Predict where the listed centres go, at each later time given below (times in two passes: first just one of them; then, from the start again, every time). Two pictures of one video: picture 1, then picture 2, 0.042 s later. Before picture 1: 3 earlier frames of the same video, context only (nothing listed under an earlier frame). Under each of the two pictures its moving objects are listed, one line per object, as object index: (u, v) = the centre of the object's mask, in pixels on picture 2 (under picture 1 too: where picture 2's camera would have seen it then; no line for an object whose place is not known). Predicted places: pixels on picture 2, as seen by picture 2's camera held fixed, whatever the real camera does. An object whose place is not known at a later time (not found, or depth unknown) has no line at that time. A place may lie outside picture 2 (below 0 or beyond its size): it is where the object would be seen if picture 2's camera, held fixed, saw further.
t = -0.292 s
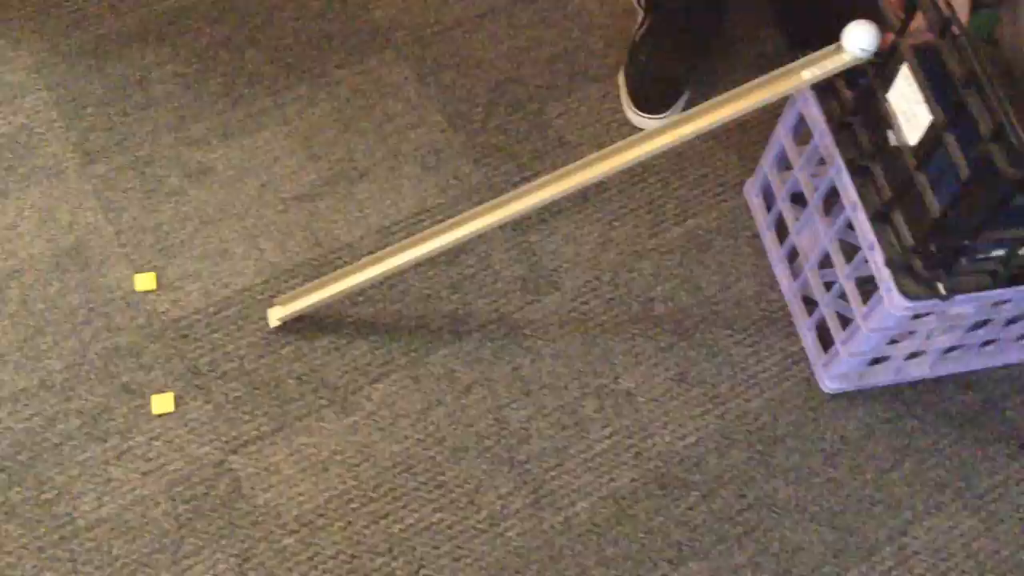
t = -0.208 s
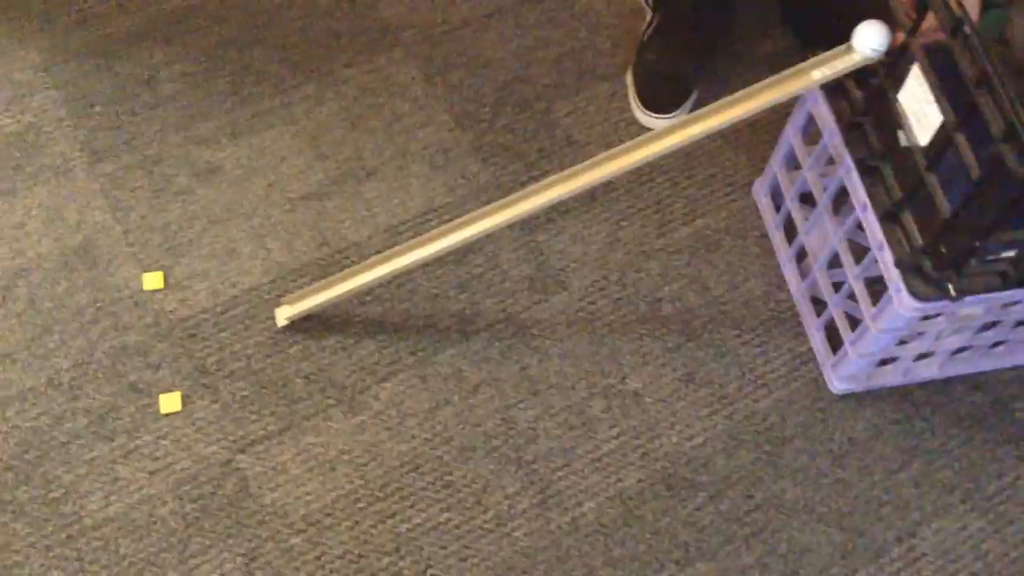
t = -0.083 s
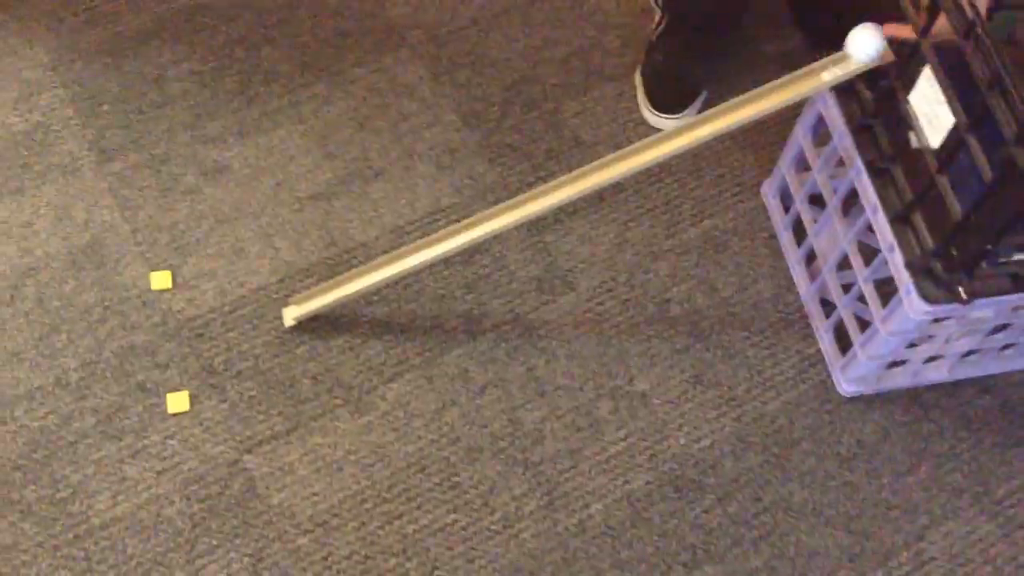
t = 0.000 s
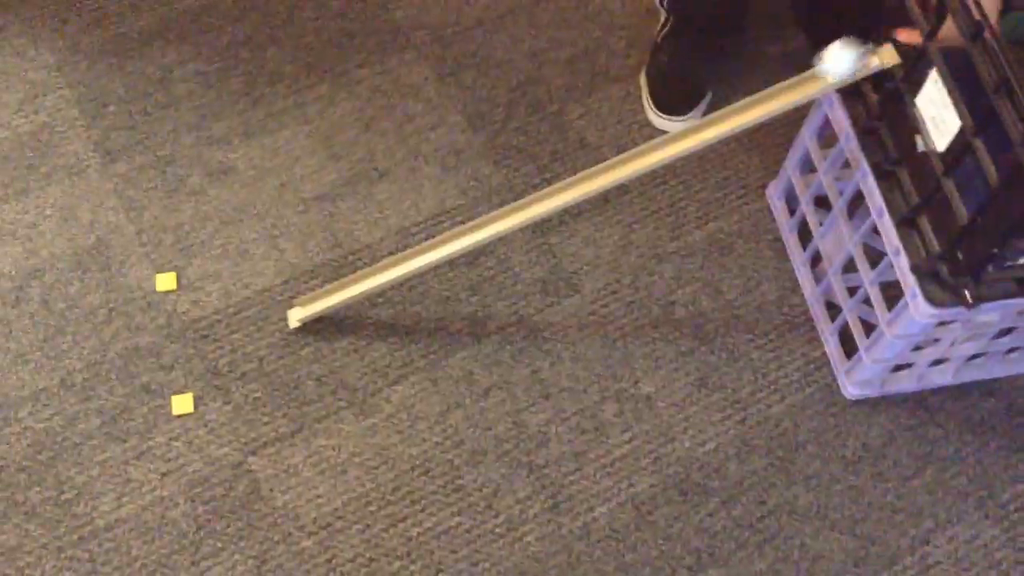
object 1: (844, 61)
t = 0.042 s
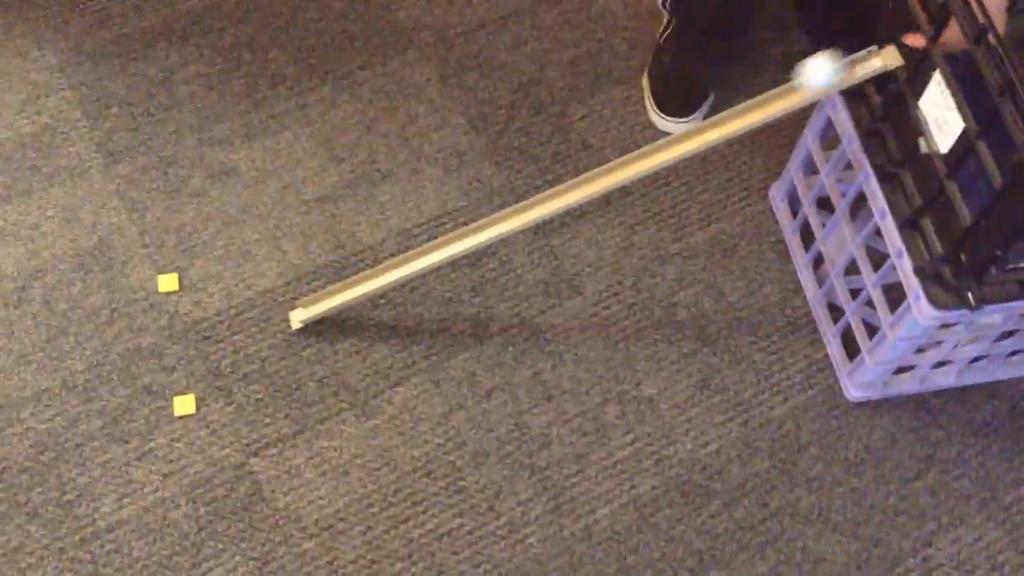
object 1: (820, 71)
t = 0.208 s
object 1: (688, 130)
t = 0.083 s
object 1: (793, 82)
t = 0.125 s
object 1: (761, 95)
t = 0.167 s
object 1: (725, 111)
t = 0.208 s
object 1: (688, 130)
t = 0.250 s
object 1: (643, 149)
